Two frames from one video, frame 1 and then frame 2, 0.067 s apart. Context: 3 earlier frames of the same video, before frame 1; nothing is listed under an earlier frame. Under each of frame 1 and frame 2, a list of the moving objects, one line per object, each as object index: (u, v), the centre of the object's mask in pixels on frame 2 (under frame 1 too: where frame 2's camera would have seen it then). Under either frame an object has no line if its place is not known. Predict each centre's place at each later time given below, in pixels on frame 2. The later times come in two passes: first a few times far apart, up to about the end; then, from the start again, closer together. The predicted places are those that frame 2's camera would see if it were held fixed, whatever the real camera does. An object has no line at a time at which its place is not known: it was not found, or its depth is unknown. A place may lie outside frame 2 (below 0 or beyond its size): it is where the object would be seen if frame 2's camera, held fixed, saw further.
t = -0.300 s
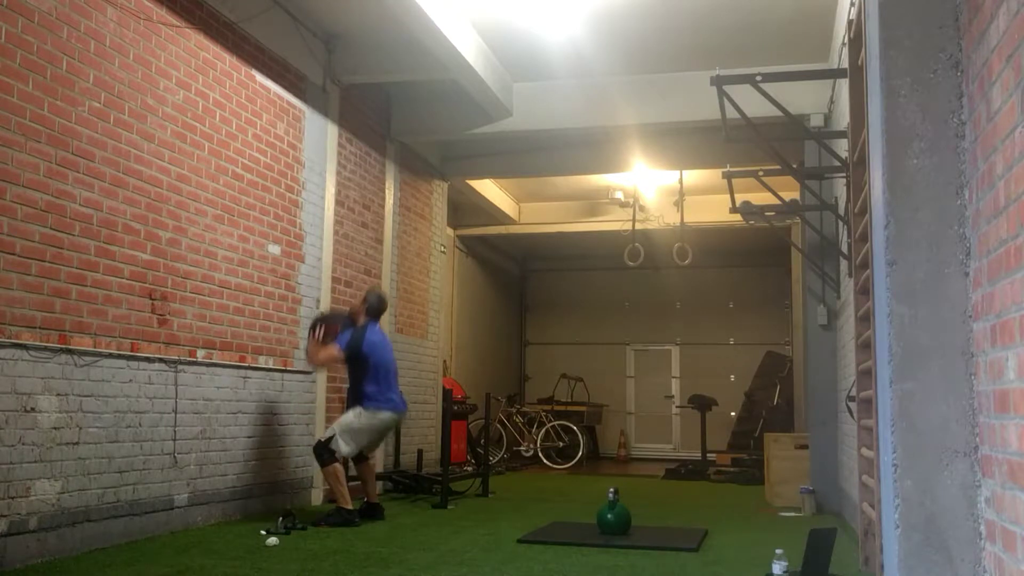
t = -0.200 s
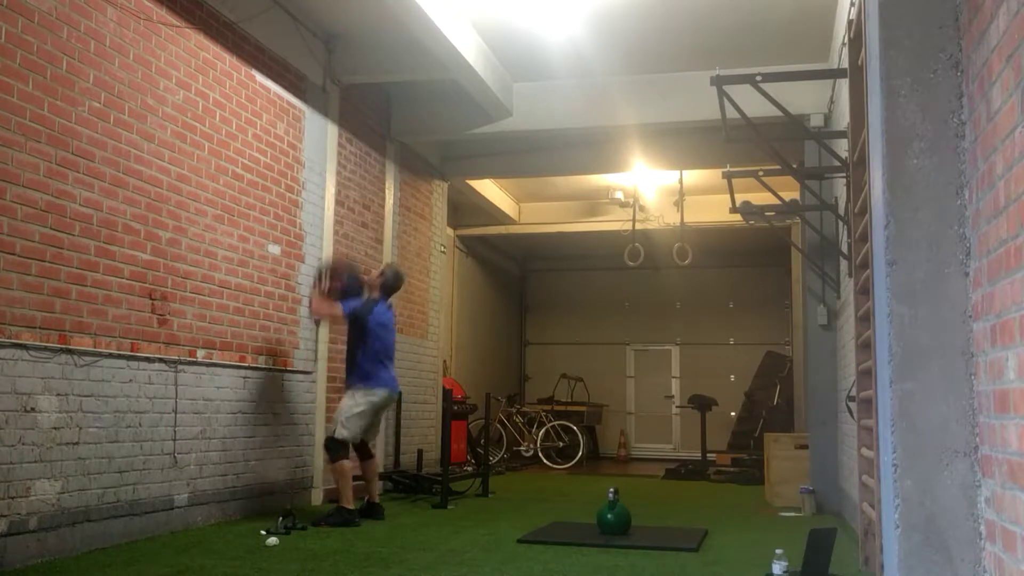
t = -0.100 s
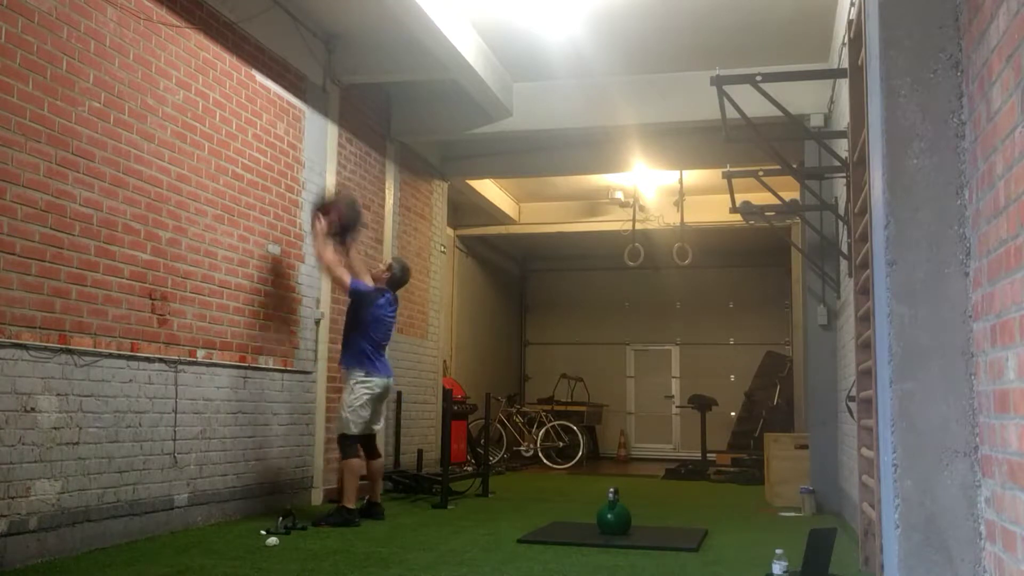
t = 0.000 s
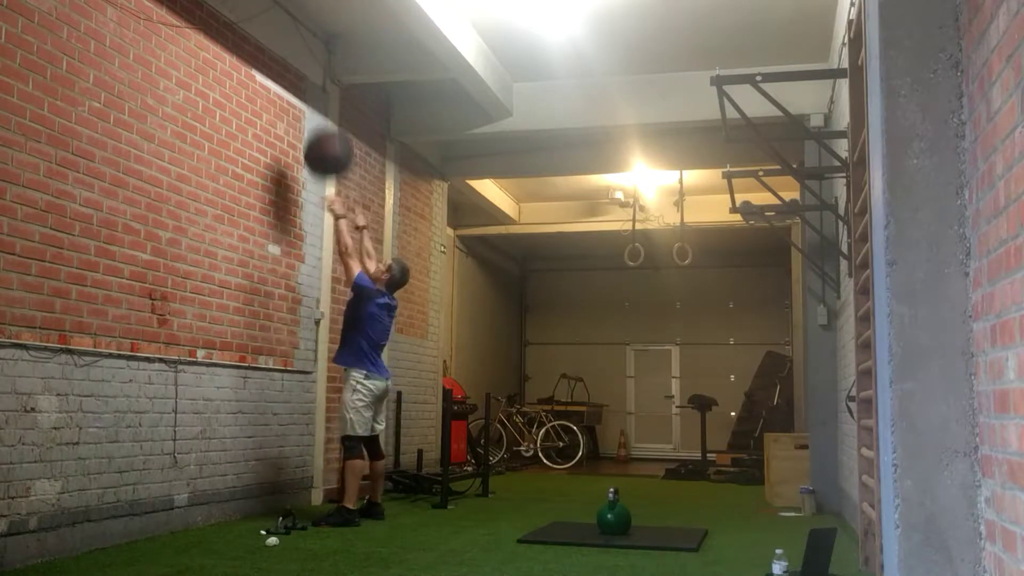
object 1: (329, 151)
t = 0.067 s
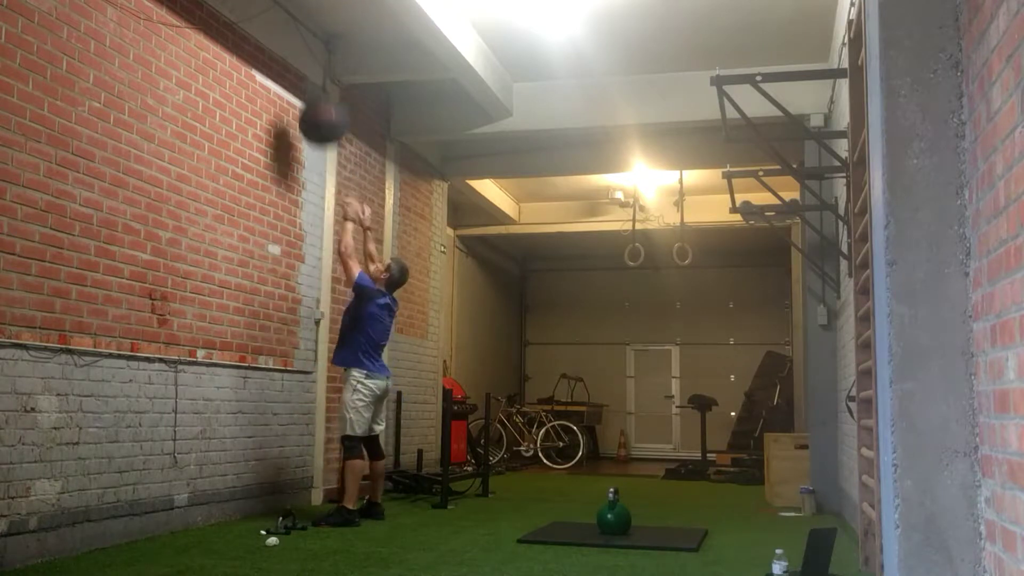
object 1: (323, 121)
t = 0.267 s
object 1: (307, 61)
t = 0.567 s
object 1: (313, 71)
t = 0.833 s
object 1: (326, 177)
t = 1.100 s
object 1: (335, 389)
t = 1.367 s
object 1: (324, 463)
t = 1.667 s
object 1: (302, 480)
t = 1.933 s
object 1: (292, 487)
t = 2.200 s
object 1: (287, 493)
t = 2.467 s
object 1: (289, 493)
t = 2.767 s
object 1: (292, 493)
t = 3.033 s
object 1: (292, 494)
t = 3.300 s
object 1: (292, 494)
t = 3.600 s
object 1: (292, 494)
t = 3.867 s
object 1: (292, 494)
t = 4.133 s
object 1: (292, 494)
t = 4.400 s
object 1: (292, 494)
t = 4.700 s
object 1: (292, 494)
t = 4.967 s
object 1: (292, 494)
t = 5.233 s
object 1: (292, 494)
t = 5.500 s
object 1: (292, 494)
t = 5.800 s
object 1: (292, 494)
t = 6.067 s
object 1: (292, 494)
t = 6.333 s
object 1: (292, 494)
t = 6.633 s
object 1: (292, 494)
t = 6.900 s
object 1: (292, 494)
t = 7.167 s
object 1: (292, 494)
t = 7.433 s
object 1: (292, 494)
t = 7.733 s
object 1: (292, 494)
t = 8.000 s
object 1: (292, 494)
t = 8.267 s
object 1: (292, 494)
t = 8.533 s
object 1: (292, 494)
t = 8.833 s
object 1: (292, 494)
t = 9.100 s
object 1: (292, 494)
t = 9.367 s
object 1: (292, 494)
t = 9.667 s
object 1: (292, 494)
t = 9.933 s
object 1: (292, 494)
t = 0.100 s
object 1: (321, 106)
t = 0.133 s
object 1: (317, 93)
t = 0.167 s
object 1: (316, 84)
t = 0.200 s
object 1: (313, 74)
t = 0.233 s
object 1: (312, 67)
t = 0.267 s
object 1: (307, 61)
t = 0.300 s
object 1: (303, 56)
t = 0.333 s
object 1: (301, 53)
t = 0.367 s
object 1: (300, 53)
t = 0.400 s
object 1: (301, 53)
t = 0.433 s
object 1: (303, 53)
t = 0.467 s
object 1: (306, 55)
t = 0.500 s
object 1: (308, 59)
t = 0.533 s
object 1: (311, 64)
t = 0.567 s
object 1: (313, 71)
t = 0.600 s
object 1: (315, 80)
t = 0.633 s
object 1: (316, 90)
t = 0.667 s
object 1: (318, 100)
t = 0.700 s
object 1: (320, 112)
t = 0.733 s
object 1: (321, 127)
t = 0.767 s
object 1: (322, 142)
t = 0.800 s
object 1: (324, 159)
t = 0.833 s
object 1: (326, 177)
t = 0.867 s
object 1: (327, 199)
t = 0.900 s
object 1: (328, 219)
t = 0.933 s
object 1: (329, 243)
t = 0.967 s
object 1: (331, 270)
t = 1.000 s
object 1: (332, 296)
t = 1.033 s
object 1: (332, 325)
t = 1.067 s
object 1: (334, 355)
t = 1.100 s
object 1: (335, 389)
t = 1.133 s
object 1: (334, 423)
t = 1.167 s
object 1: (335, 458)
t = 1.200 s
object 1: (339, 498)
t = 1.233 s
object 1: (333, 499)
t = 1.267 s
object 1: (330, 487)
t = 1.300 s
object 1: (329, 478)
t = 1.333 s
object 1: (327, 470)
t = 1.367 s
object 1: (324, 463)
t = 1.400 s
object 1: (322, 459)
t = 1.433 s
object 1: (318, 456)
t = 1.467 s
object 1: (317, 455)
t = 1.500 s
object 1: (315, 455)
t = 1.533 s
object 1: (313, 457)
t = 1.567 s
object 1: (310, 460)
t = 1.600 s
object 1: (307, 466)
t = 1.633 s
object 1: (305, 472)
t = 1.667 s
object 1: (302, 480)
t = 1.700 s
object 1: (299, 492)
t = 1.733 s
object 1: (298, 496)
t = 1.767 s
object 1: (296, 494)
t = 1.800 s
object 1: (295, 489)
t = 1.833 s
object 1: (294, 486)
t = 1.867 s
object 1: (294, 485)
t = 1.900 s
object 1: (293, 485)
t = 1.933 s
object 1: (292, 487)
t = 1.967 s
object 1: (290, 491)
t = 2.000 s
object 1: (289, 494)
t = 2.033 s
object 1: (289, 494)
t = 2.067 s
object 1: (288, 493)
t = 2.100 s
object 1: (288, 492)
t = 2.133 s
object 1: (287, 492)
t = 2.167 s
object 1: (287, 493)
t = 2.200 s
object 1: (287, 493)
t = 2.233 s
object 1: (287, 493)
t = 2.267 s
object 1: (287, 493)
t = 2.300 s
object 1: (287, 493)
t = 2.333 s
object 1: (288, 494)
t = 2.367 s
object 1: (288, 494)
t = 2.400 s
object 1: (288, 494)
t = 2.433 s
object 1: (289, 494)
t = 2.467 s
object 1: (289, 493)
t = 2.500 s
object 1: (290, 494)
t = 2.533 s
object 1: (290, 494)
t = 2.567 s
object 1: (291, 494)
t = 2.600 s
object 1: (291, 494)
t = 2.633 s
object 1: (291, 494)
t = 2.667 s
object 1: (291, 494)
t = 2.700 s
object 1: (291, 494)
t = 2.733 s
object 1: (292, 494)
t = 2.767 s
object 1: (292, 493)
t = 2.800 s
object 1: (292, 494)
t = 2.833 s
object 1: (292, 493)
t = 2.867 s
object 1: (292, 494)
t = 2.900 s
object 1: (292, 494)
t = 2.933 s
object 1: (292, 494)
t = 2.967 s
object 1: (292, 493)
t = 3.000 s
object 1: (292, 494)
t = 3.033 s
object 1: (292, 494)
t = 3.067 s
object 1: (292, 494)
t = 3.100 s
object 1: (292, 494)
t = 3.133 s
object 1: (292, 494)
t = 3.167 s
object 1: (292, 494)
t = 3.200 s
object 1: (292, 494)
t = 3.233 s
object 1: (292, 494)
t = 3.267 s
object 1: (292, 494)
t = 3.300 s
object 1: (292, 494)
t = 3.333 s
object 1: (292, 494)
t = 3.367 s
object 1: (292, 494)
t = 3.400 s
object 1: (292, 494)
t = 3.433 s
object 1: (292, 494)
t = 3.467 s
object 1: (292, 494)
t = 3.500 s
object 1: (292, 494)
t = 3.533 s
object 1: (292, 494)
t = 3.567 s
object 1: (292, 494)
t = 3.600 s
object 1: (292, 494)
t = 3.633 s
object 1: (292, 494)
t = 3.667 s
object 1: (292, 494)
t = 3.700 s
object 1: (292, 494)
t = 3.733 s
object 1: (292, 494)
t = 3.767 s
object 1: (292, 494)
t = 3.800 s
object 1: (292, 494)
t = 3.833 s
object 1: (292, 494)
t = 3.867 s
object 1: (292, 494)
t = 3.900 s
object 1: (292, 494)
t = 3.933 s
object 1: (292, 494)
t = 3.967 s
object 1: (292, 494)
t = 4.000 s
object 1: (292, 494)
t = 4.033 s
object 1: (292, 494)
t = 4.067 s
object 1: (292, 494)
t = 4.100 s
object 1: (292, 494)
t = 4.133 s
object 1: (292, 494)
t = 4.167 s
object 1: (292, 494)
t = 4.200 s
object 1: (292, 494)
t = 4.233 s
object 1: (292, 494)
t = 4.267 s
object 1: (292, 494)
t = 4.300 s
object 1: (292, 494)
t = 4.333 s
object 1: (292, 494)
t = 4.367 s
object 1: (292, 494)
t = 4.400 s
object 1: (292, 494)
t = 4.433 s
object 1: (292, 494)
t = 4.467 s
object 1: (292, 494)
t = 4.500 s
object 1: (292, 494)
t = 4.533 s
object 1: (292, 494)
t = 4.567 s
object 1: (292, 494)
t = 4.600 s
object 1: (292, 494)
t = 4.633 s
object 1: (292, 494)
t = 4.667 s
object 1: (292, 494)
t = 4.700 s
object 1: (292, 494)
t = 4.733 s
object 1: (292, 494)
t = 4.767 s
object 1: (292, 494)
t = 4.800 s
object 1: (292, 494)
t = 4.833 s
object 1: (292, 494)
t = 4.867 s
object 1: (292, 494)
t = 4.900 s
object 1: (292, 494)
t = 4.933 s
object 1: (292, 494)
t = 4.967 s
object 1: (292, 494)
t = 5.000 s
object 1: (292, 494)
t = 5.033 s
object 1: (292, 494)
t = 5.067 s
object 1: (292, 494)
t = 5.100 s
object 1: (292, 494)
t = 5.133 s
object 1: (292, 494)
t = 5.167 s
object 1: (292, 494)
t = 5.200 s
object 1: (292, 494)
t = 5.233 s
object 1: (292, 494)
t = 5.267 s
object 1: (292, 494)
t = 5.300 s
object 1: (292, 494)
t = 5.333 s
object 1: (292, 494)
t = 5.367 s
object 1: (292, 494)
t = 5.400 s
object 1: (292, 494)
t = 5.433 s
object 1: (292, 494)
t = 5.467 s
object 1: (292, 494)
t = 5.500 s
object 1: (292, 494)
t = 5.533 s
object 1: (292, 494)
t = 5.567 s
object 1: (292, 494)
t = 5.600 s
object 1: (292, 494)
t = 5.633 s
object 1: (292, 494)
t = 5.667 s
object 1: (292, 494)
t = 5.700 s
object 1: (292, 494)
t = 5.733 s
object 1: (292, 494)
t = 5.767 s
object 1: (292, 494)
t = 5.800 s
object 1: (292, 494)
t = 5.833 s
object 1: (292, 494)
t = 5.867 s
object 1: (292, 494)
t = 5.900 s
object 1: (292, 494)
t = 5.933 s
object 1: (292, 494)
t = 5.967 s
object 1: (292, 494)
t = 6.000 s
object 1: (292, 494)
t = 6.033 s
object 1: (292, 494)
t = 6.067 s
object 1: (292, 494)
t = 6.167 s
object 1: (292, 494)
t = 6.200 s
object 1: (292, 494)
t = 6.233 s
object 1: (292, 494)
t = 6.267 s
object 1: (292, 494)
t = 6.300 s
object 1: (292, 494)
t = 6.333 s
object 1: (292, 494)
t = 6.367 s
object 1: (292, 494)
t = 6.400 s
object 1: (292, 494)
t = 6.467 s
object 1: (292, 494)
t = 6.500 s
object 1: (292, 494)
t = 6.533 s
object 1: (292, 494)
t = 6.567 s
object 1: (292, 494)
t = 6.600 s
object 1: (292, 494)
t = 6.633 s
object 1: (292, 494)
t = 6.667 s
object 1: (292, 494)
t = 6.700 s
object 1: (292, 494)
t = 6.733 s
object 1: (292, 494)
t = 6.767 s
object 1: (292, 494)
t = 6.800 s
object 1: (292, 494)
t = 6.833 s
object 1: (292, 494)
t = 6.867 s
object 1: (292, 494)
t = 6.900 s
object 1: (292, 494)
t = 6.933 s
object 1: (292, 494)
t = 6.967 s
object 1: (292, 494)
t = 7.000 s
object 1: (292, 494)
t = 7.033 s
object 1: (292, 494)
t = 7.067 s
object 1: (292, 494)
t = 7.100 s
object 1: (292, 494)
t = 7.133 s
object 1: (292, 494)
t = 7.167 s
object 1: (292, 494)
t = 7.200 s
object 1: (292, 494)
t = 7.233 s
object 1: (292, 494)
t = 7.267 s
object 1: (292, 494)
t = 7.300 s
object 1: (292, 494)
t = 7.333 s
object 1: (292, 494)
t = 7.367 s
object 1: (292, 494)
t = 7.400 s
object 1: (292, 494)
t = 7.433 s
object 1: (292, 494)
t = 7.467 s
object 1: (292, 494)
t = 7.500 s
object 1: (292, 494)
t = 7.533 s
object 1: (292, 494)
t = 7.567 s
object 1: (292, 494)
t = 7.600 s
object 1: (292, 494)
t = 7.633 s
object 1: (292, 494)
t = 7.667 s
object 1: (292, 494)
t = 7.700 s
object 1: (292, 494)
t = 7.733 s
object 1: (292, 494)
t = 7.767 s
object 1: (292, 494)
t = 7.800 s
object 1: (292, 494)
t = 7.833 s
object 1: (292, 494)
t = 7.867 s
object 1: (292, 494)
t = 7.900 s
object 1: (292, 494)
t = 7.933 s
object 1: (292, 494)
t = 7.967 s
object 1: (292, 494)
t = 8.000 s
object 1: (292, 494)
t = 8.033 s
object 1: (292, 494)
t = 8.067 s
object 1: (292, 494)
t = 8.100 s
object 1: (292, 494)
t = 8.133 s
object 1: (292, 494)
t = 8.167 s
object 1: (292, 494)
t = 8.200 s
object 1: (292, 494)
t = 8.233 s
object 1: (292, 494)
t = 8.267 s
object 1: (292, 494)
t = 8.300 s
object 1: (292, 494)
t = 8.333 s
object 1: (292, 494)
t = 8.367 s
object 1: (292, 494)
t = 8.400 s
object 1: (292, 494)
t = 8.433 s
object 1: (292, 494)
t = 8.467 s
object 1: (292, 494)
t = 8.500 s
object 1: (292, 494)
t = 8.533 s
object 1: (292, 494)
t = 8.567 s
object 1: (292, 494)
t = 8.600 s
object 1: (292, 494)
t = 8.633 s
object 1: (292, 494)
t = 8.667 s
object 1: (292, 494)
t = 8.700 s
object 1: (292, 494)
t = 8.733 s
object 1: (292, 494)
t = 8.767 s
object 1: (292, 494)
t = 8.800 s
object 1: (292, 494)
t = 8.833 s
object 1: (292, 494)
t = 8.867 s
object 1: (292, 494)
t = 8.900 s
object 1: (292, 494)
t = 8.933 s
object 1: (292, 494)
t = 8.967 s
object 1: (292, 494)
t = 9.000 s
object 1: (292, 494)
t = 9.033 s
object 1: (292, 494)
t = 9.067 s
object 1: (292, 494)
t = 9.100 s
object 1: (292, 494)
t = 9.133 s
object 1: (292, 494)
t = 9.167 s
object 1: (292, 494)
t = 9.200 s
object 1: (292, 494)
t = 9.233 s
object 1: (292, 494)
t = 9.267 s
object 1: (292, 494)
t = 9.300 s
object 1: (292, 494)
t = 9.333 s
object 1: (292, 494)
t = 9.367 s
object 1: (292, 494)
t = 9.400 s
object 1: (292, 494)
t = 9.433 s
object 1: (292, 494)
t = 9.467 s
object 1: (292, 494)
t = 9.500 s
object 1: (292, 494)
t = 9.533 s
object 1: (292, 494)
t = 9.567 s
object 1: (292, 494)
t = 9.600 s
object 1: (292, 494)
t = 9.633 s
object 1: (292, 494)
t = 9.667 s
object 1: (292, 494)
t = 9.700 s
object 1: (292, 494)
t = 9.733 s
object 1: (292, 494)
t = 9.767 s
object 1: (292, 494)
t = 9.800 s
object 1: (292, 494)
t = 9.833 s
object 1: (292, 494)
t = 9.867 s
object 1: (292, 494)
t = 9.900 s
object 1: (292, 494)
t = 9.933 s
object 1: (292, 494)
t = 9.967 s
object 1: (292, 494)
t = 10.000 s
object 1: (292, 494)
